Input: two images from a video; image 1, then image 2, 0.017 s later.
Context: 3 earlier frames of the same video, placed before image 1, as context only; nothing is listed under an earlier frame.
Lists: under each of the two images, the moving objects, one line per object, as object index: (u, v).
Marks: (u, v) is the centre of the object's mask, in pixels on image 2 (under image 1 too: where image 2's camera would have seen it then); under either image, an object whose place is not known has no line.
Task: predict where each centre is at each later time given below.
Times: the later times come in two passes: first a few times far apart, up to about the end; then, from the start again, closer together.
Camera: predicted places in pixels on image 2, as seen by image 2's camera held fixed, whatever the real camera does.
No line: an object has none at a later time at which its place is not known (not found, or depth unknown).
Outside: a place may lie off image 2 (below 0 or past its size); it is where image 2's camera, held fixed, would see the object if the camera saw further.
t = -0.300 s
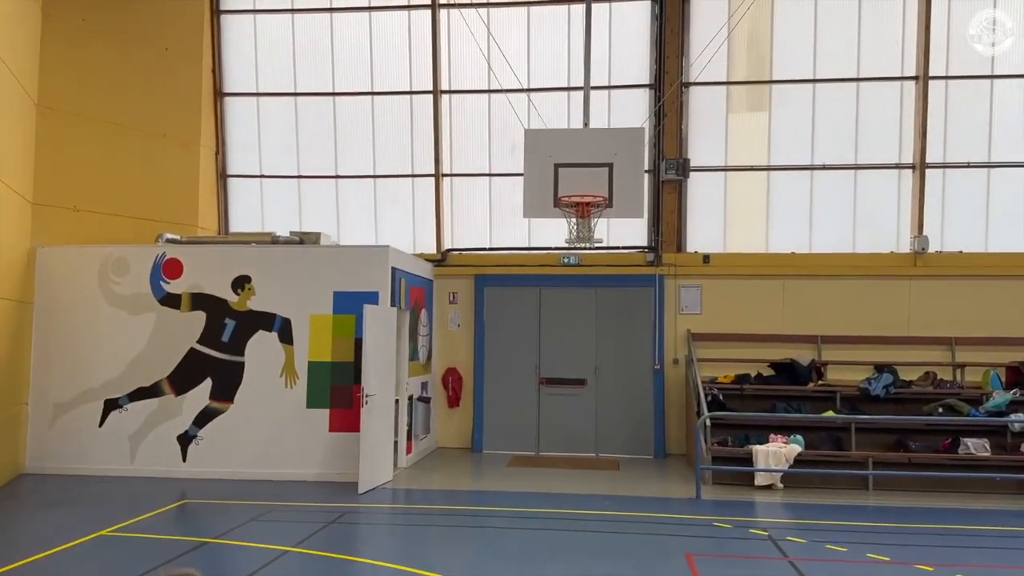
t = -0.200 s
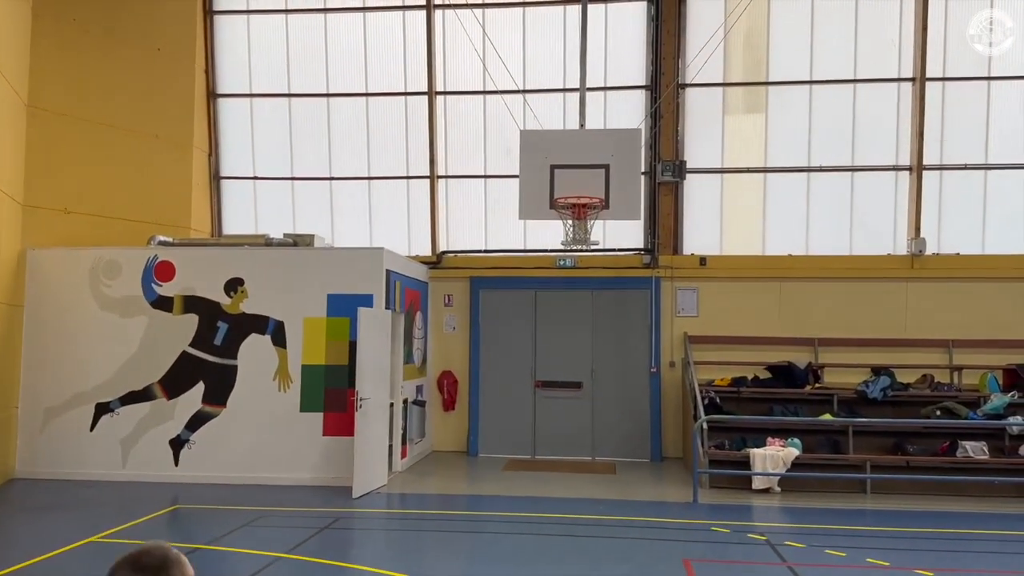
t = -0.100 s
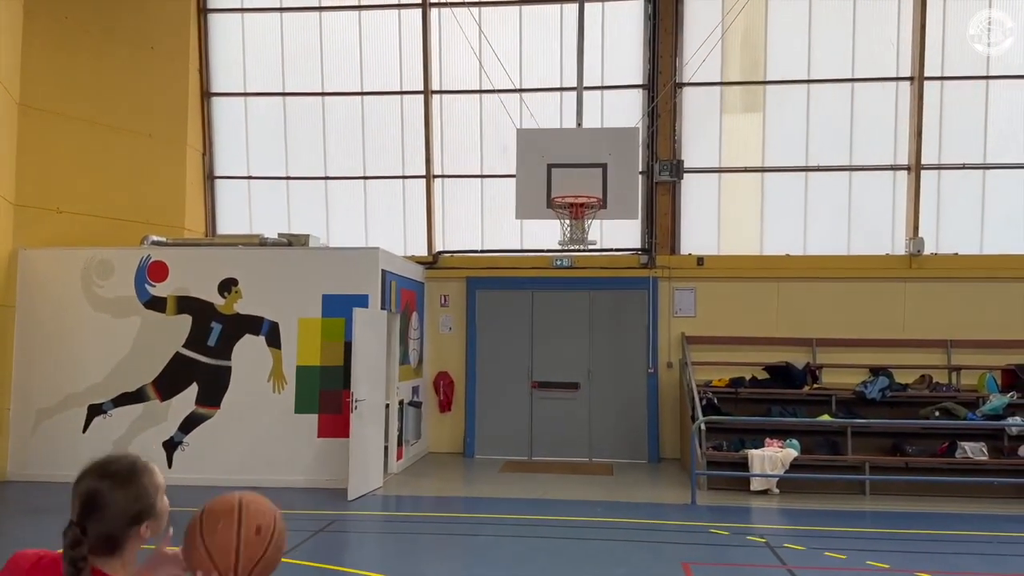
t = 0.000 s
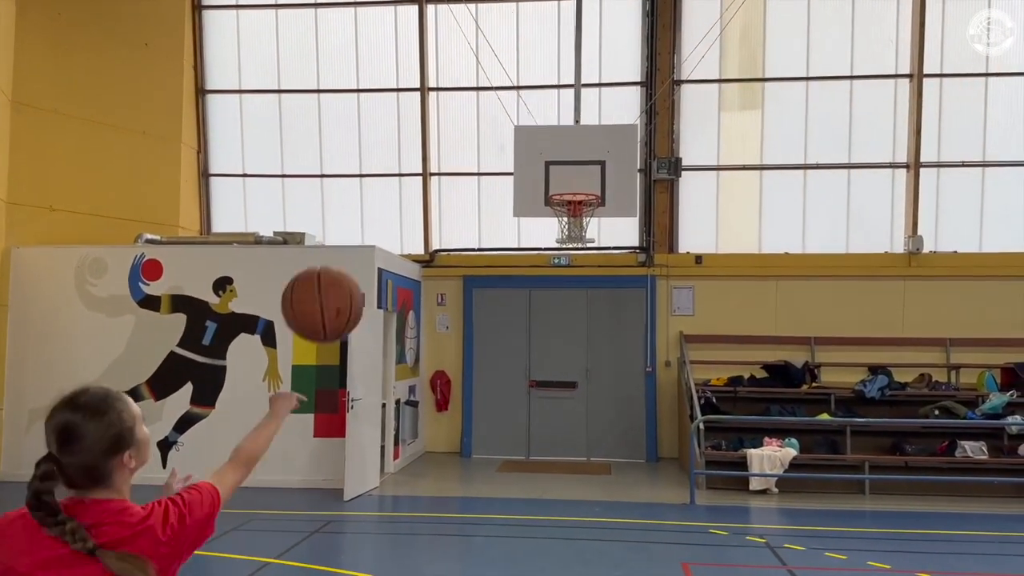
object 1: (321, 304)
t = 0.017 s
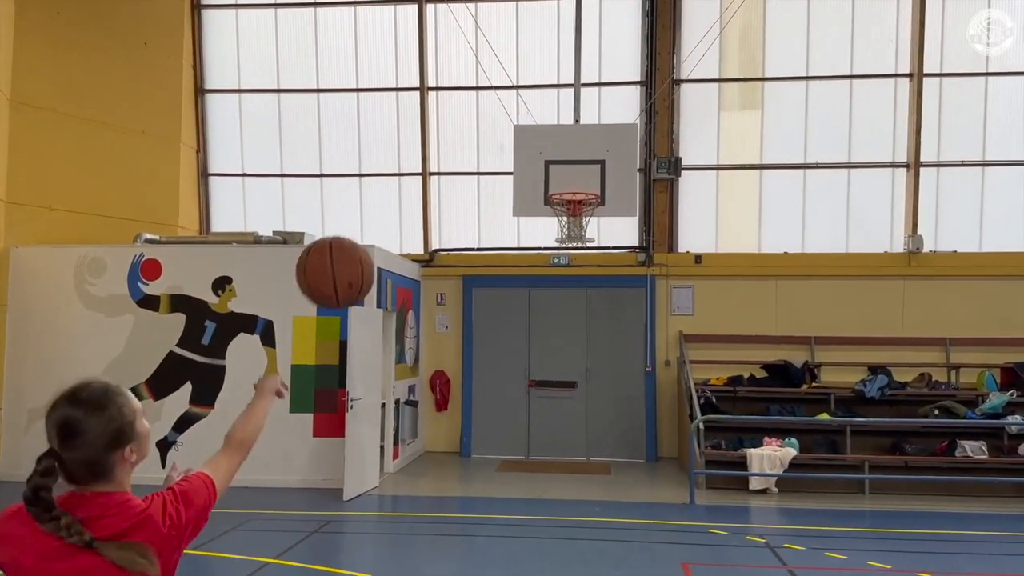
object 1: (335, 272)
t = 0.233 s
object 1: (447, 60)
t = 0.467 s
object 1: (507, 42)
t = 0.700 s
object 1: (540, 88)
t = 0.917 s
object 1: (560, 173)
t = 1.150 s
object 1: (566, 139)
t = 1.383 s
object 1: (567, 132)
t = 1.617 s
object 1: (571, 190)
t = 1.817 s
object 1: (571, 311)
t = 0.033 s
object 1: (348, 244)
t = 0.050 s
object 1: (359, 218)
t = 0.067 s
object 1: (370, 195)
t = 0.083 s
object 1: (380, 174)
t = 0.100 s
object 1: (389, 155)
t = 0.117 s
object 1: (398, 138)
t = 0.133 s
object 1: (406, 123)
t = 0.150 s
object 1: (414, 109)
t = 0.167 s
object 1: (421, 97)
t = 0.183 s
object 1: (428, 86)
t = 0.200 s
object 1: (435, 76)
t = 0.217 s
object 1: (441, 68)
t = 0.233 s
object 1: (447, 60)
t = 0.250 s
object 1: (453, 53)
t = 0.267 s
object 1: (458, 48)
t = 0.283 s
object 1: (463, 43)
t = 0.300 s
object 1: (468, 40)
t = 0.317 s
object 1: (473, 39)
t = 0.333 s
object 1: (477, 38)
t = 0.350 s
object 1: (482, 38)
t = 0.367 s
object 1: (485, 38)
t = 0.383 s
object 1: (489, 38)
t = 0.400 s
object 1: (493, 38)
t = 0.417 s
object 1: (497, 39)
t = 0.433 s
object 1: (500, 40)
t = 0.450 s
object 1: (504, 40)
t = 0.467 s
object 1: (507, 42)
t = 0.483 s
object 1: (510, 43)
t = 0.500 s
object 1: (513, 45)
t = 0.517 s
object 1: (516, 47)
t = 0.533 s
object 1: (518, 49)
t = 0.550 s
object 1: (521, 51)
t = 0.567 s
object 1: (524, 53)
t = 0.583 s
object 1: (526, 55)
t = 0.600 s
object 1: (528, 58)
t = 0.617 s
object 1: (531, 63)
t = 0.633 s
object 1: (533, 67)
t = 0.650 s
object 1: (535, 72)
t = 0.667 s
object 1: (537, 77)
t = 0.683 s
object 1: (538, 82)
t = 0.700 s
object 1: (540, 88)
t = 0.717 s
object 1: (542, 93)
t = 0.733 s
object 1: (544, 99)
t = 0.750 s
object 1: (546, 105)
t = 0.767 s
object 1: (547, 112)
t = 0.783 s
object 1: (548, 118)
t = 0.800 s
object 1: (550, 124)
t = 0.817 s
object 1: (551, 131)
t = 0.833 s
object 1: (553, 137)
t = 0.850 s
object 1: (555, 144)
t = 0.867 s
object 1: (556, 151)
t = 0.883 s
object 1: (557, 158)
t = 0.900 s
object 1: (558, 166)
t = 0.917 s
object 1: (560, 173)
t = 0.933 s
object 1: (561, 179)
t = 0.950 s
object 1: (561, 182)
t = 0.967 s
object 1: (563, 180)
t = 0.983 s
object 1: (563, 177)
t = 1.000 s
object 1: (563, 172)
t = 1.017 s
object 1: (564, 167)
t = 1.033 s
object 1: (564, 163)
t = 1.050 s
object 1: (564, 159)
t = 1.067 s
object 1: (564, 155)
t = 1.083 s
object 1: (565, 151)
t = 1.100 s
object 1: (565, 148)
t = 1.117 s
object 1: (565, 144)
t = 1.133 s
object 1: (565, 141)
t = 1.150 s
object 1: (566, 139)
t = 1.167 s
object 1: (566, 136)
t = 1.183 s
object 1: (566, 134)
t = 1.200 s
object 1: (566, 132)
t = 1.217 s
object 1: (566, 131)
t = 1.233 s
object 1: (566, 130)
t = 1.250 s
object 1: (566, 129)
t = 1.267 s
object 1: (566, 128)
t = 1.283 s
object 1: (566, 127)
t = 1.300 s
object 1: (566, 127)
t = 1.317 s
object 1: (566, 128)
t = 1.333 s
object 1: (567, 128)
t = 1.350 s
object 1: (567, 129)
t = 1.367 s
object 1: (567, 130)
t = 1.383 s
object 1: (567, 132)
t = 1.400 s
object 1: (568, 133)
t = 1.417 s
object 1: (568, 135)
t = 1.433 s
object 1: (569, 137)
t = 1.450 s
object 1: (569, 140)
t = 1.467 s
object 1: (570, 143)
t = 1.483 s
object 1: (569, 147)
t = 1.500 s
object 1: (570, 151)
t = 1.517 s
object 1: (570, 156)
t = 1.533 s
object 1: (570, 161)
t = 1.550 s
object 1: (570, 165)
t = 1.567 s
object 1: (570, 171)
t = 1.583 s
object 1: (571, 177)
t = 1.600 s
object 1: (571, 183)
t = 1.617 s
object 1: (571, 190)
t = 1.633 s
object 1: (571, 198)
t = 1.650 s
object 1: (571, 206)
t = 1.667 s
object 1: (571, 214)
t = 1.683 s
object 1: (571, 223)
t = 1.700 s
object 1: (572, 232)
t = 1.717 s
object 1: (572, 241)
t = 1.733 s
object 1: (572, 252)
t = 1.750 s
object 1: (572, 263)
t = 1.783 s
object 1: (572, 287)
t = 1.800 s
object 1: (571, 298)
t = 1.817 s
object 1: (571, 311)
